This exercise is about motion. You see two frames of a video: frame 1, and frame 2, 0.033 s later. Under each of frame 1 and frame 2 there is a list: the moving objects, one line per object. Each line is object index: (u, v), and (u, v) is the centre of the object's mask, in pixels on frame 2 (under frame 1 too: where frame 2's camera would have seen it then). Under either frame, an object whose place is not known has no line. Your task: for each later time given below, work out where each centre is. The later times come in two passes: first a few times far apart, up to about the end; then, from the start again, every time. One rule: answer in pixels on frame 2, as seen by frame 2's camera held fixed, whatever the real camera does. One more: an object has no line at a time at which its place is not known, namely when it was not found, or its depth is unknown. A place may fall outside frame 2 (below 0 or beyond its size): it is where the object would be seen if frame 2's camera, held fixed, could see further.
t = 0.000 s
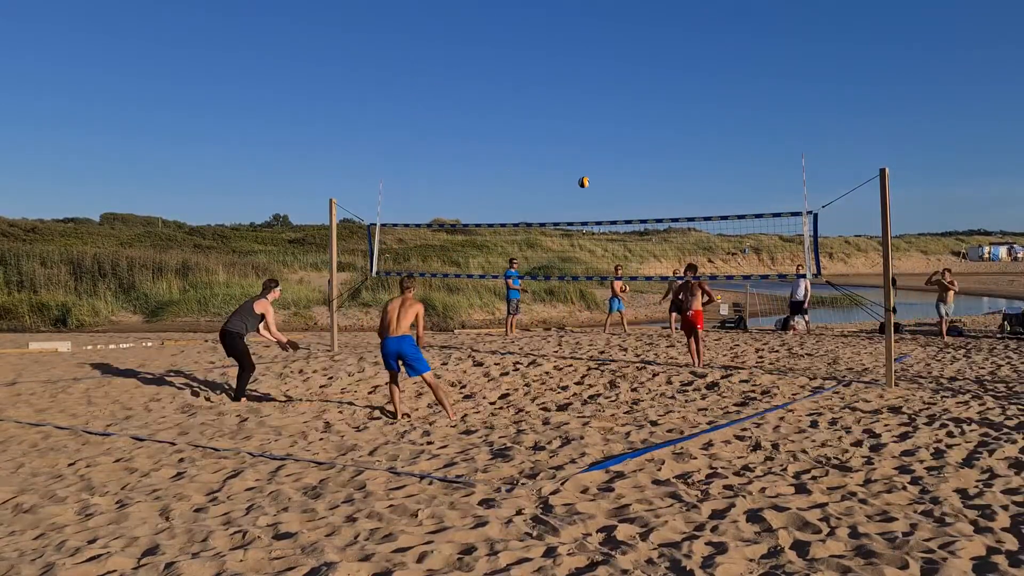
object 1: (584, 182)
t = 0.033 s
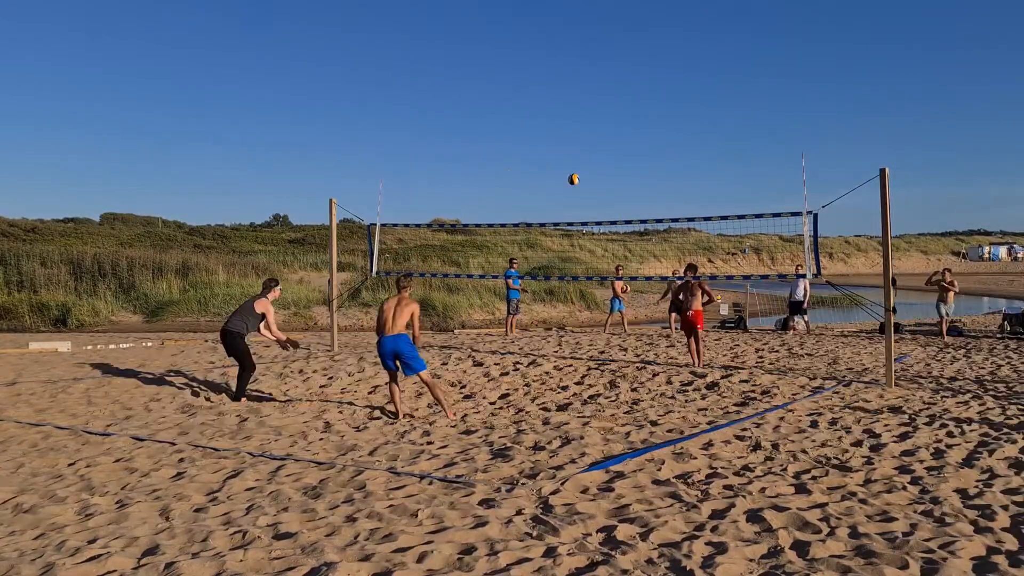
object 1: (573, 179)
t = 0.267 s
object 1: (495, 178)
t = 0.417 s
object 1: (429, 199)
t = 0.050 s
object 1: (568, 178)
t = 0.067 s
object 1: (563, 177)
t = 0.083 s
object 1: (558, 176)
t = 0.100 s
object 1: (553, 176)
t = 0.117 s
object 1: (547, 175)
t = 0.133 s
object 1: (542, 175)
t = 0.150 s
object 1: (536, 174)
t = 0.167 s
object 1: (531, 175)
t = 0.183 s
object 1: (525, 175)
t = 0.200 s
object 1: (519, 175)
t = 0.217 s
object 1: (513, 176)
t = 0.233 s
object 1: (507, 176)
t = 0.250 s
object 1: (501, 177)
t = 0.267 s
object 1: (495, 178)
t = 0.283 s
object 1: (488, 180)
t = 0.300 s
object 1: (482, 181)
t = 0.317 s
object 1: (474, 183)
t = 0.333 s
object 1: (468, 185)
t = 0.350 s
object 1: (461, 187)
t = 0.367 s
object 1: (453, 189)
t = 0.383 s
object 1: (445, 192)
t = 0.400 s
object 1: (437, 196)
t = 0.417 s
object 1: (429, 199)
